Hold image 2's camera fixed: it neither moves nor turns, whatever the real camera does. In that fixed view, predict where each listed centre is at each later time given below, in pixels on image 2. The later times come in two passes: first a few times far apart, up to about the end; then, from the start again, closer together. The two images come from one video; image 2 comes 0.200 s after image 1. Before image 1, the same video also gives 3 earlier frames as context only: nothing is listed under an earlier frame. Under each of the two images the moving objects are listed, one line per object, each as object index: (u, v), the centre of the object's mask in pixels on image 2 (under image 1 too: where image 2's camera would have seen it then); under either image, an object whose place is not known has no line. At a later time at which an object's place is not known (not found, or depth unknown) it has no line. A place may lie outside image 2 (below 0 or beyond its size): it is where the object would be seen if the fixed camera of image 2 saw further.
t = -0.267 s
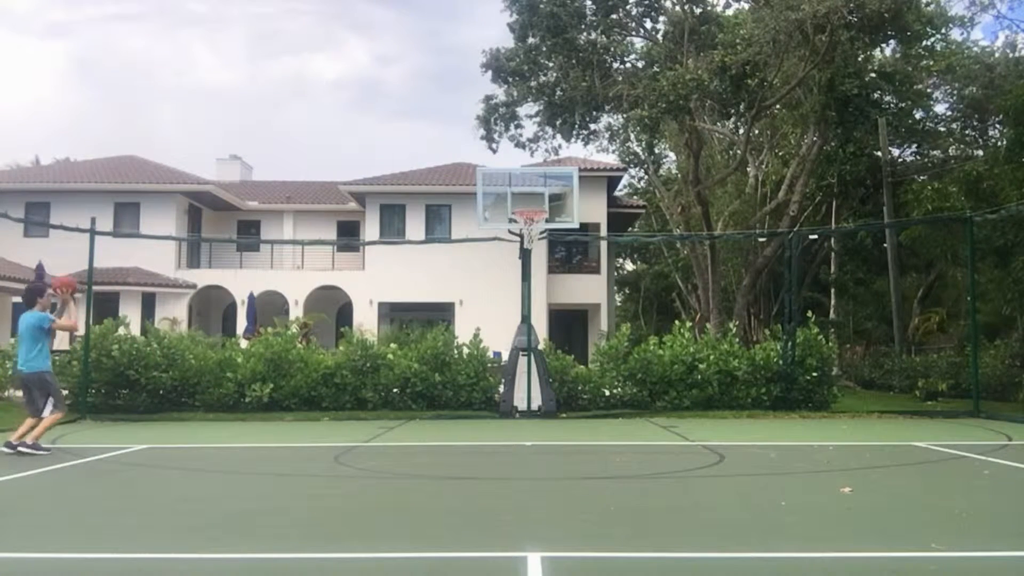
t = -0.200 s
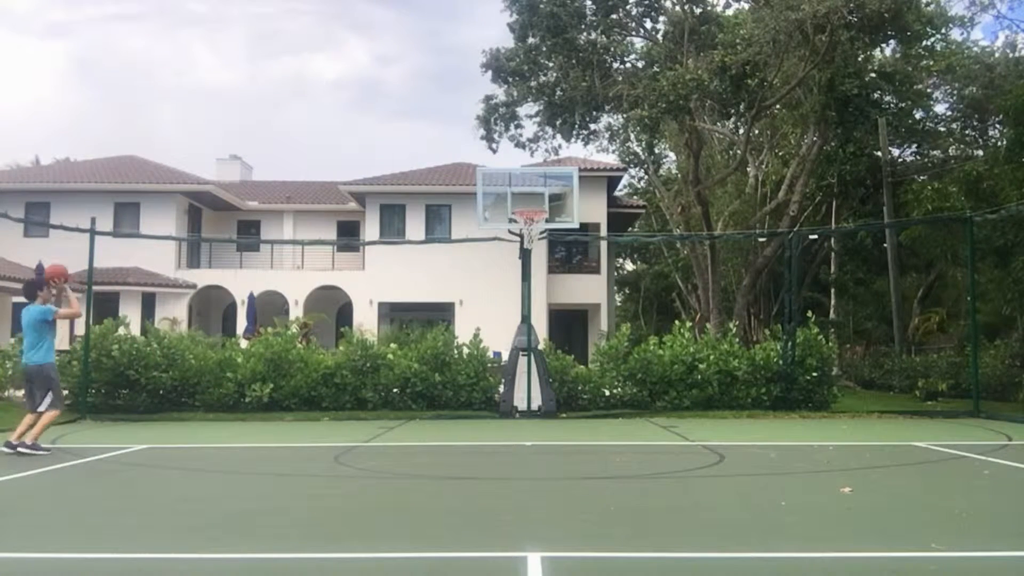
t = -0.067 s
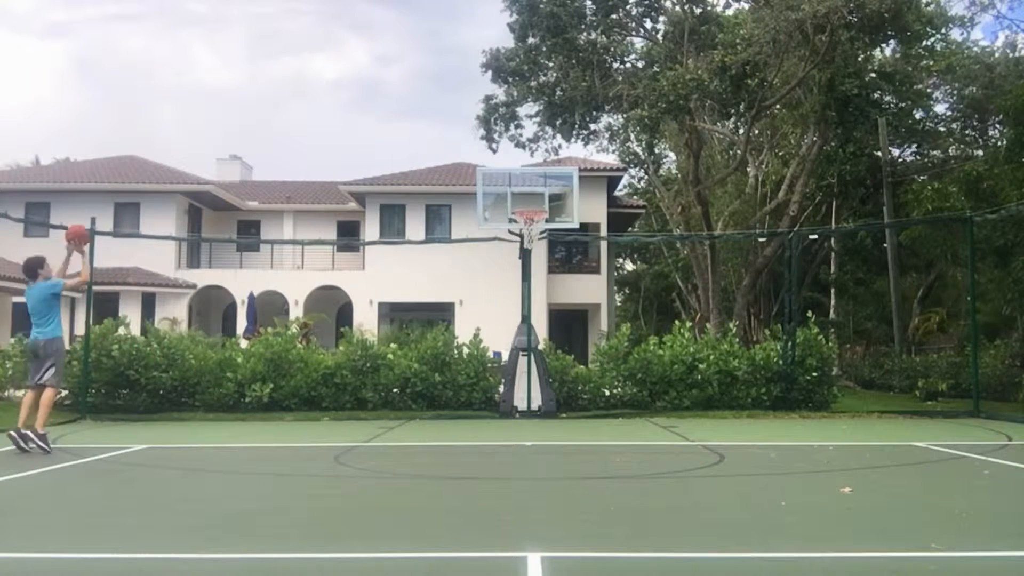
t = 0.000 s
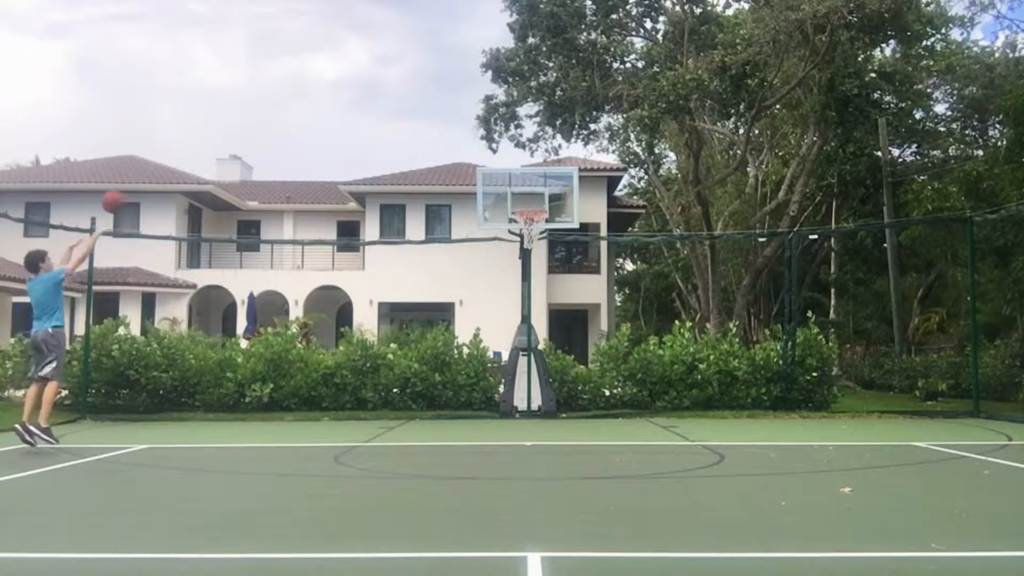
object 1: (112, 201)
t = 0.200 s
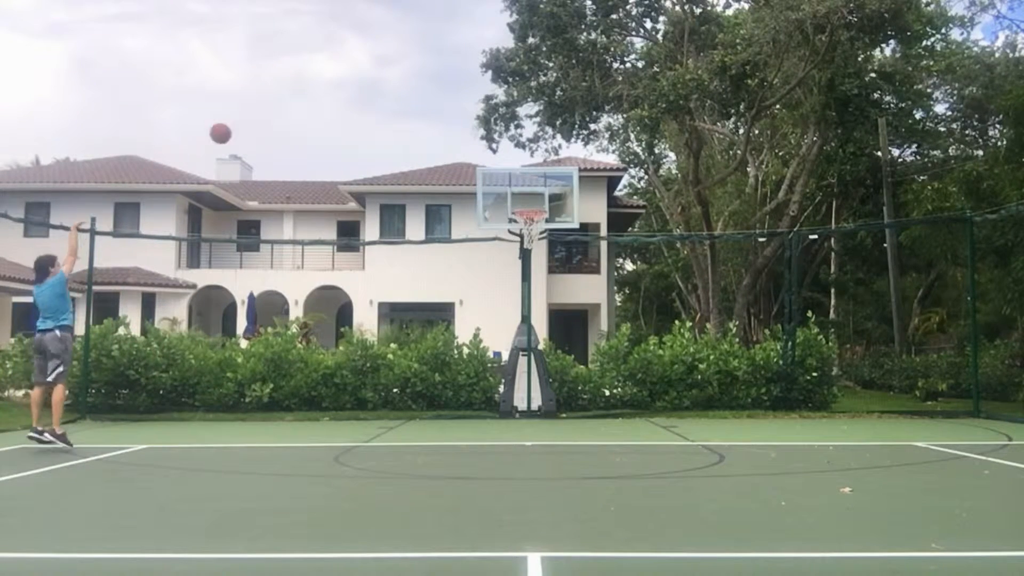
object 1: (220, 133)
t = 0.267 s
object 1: (252, 120)
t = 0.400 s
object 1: (310, 105)
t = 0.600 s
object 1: (387, 110)
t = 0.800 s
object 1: (454, 142)
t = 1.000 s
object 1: (513, 195)
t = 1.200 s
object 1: (543, 237)
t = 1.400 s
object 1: (556, 271)
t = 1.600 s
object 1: (569, 332)
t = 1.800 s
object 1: (582, 416)
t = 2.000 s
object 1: (574, 352)
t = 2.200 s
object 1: (565, 317)
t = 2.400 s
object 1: (558, 310)
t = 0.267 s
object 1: (252, 120)
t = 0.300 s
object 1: (267, 114)
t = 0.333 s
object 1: (282, 110)
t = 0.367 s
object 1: (296, 107)
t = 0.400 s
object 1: (310, 105)
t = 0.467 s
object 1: (337, 104)
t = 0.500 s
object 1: (350, 104)
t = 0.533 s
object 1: (362, 105)
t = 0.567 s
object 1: (375, 107)
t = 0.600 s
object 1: (387, 110)
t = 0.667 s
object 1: (410, 118)
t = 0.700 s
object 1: (422, 123)
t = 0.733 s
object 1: (433, 129)
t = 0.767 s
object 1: (443, 135)
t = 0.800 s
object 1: (454, 142)
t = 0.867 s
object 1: (474, 158)
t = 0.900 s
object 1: (484, 166)
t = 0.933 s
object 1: (493, 176)
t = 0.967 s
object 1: (503, 186)
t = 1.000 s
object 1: (513, 195)
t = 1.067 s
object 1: (532, 217)
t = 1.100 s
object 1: (536, 222)
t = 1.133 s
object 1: (538, 230)
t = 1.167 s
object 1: (542, 234)
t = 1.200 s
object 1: (543, 237)
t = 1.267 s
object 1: (547, 244)
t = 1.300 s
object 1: (550, 250)
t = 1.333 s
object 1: (552, 256)
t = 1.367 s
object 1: (554, 262)
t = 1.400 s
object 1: (556, 271)
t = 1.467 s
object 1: (561, 289)
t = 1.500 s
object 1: (563, 299)
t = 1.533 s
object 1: (564, 309)
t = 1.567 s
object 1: (567, 320)
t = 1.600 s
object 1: (569, 332)
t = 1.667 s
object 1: (573, 359)
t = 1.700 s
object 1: (576, 373)
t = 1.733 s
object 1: (578, 389)
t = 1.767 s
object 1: (581, 404)
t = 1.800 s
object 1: (582, 416)
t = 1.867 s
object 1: (579, 392)
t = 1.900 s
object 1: (578, 380)
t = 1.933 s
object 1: (576, 369)
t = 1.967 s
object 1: (576, 360)
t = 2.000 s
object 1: (574, 352)
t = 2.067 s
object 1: (571, 337)
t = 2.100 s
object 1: (569, 331)
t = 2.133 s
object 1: (568, 325)
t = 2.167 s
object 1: (567, 321)
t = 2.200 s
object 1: (565, 317)
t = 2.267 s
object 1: (563, 312)
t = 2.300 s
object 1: (562, 310)
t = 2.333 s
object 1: (560, 310)
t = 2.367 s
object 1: (559, 310)
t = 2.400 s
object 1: (558, 310)
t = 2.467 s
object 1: (555, 314)
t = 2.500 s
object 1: (553, 317)
